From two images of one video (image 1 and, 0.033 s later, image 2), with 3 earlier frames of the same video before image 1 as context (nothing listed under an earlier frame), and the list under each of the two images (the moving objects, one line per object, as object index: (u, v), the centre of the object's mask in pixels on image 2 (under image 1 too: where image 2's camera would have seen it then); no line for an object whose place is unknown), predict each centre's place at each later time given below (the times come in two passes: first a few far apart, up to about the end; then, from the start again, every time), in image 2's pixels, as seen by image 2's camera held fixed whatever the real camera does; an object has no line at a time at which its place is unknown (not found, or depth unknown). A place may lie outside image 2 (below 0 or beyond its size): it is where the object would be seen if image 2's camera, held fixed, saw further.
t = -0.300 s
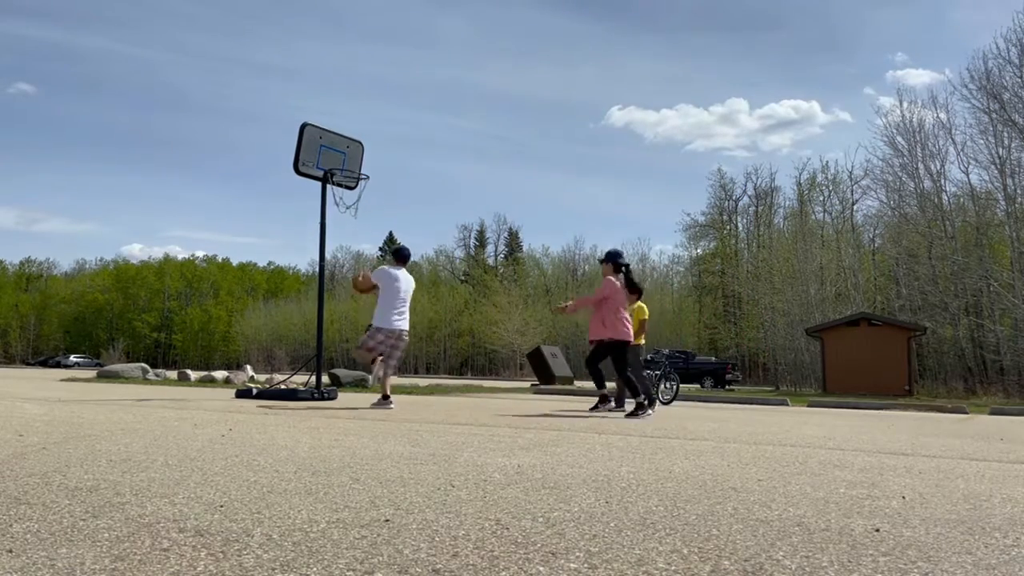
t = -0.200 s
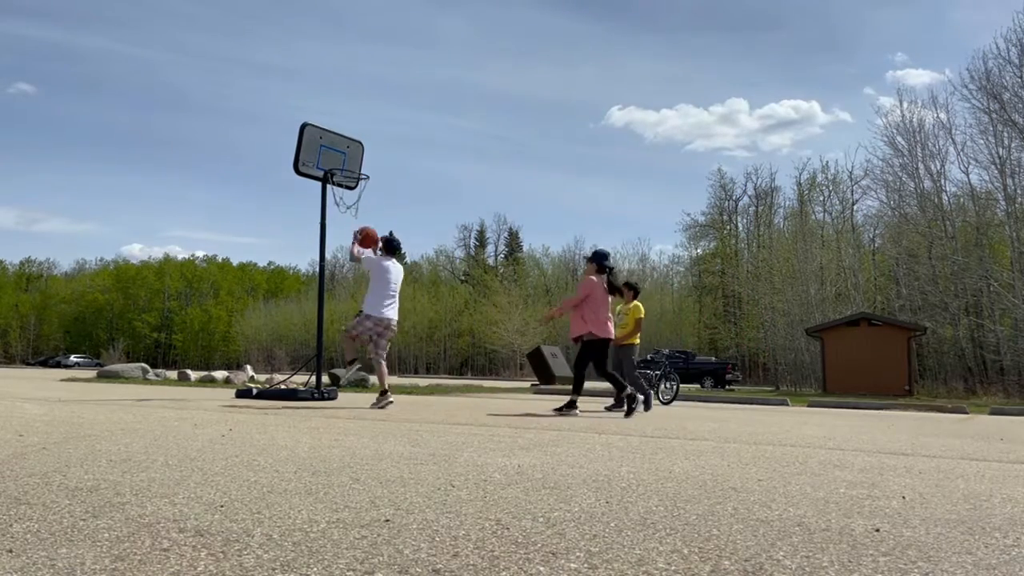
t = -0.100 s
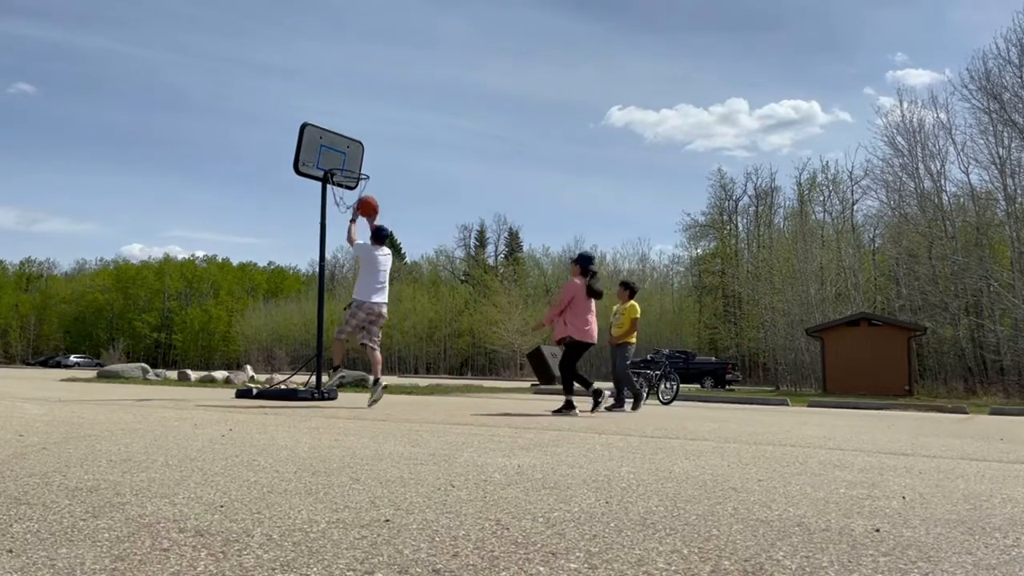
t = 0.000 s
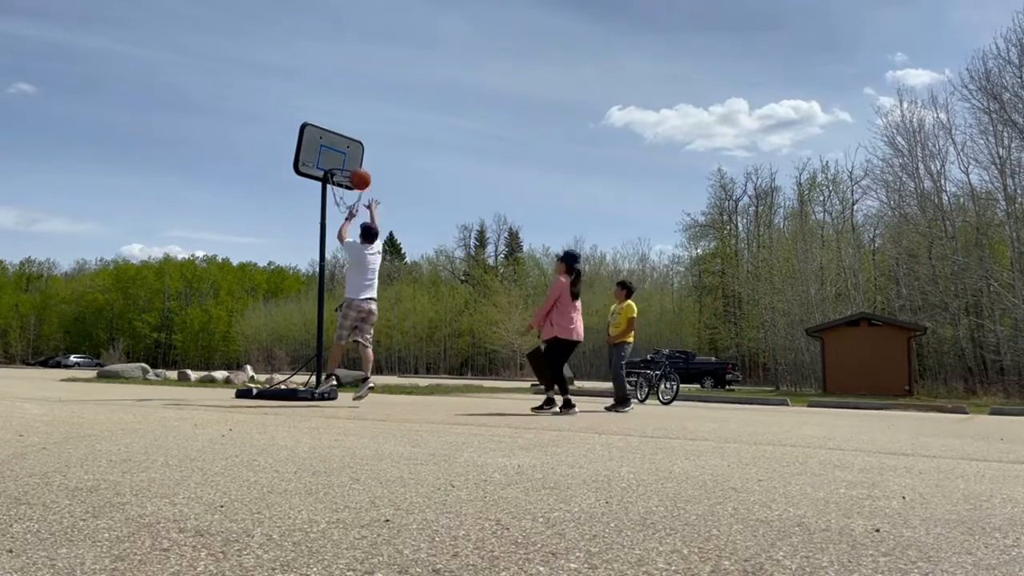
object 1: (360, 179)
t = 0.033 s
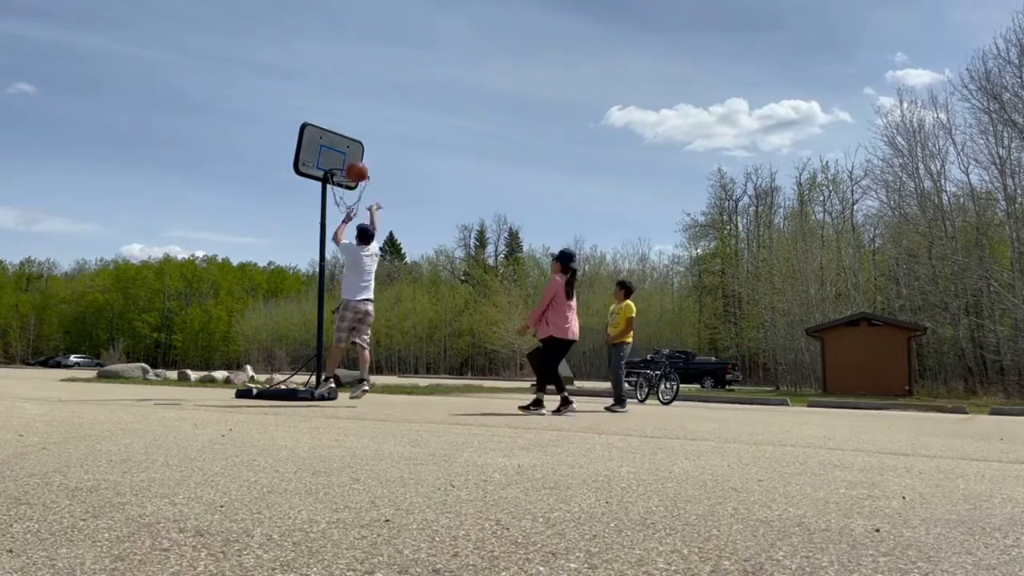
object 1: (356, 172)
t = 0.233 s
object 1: (336, 149)
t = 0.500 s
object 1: (347, 177)
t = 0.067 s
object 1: (353, 166)
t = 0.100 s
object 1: (349, 161)
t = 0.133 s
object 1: (347, 156)
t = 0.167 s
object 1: (343, 152)
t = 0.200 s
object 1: (340, 150)
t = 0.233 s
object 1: (336, 149)
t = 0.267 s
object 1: (333, 149)
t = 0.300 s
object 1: (330, 149)
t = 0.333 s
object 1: (331, 150)
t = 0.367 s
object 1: (334, 154)
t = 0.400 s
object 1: (338, 158)
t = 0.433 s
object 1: (341, 163)
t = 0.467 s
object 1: (343, 169)
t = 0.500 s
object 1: (347, 177)
